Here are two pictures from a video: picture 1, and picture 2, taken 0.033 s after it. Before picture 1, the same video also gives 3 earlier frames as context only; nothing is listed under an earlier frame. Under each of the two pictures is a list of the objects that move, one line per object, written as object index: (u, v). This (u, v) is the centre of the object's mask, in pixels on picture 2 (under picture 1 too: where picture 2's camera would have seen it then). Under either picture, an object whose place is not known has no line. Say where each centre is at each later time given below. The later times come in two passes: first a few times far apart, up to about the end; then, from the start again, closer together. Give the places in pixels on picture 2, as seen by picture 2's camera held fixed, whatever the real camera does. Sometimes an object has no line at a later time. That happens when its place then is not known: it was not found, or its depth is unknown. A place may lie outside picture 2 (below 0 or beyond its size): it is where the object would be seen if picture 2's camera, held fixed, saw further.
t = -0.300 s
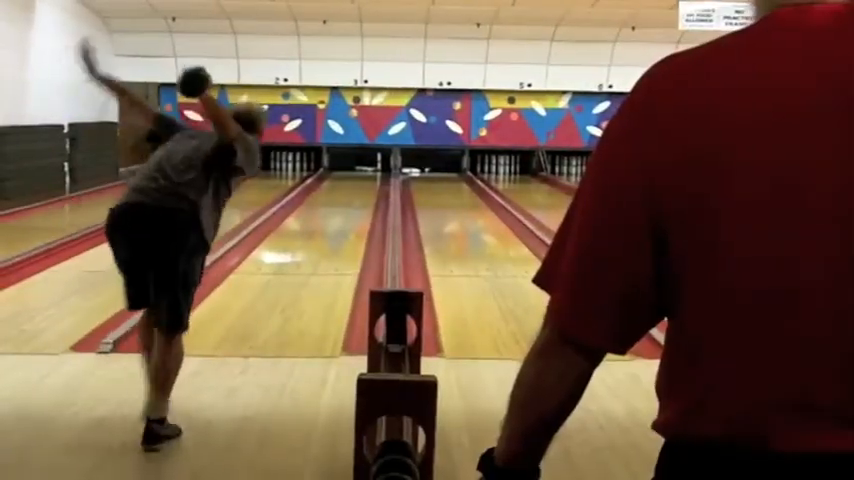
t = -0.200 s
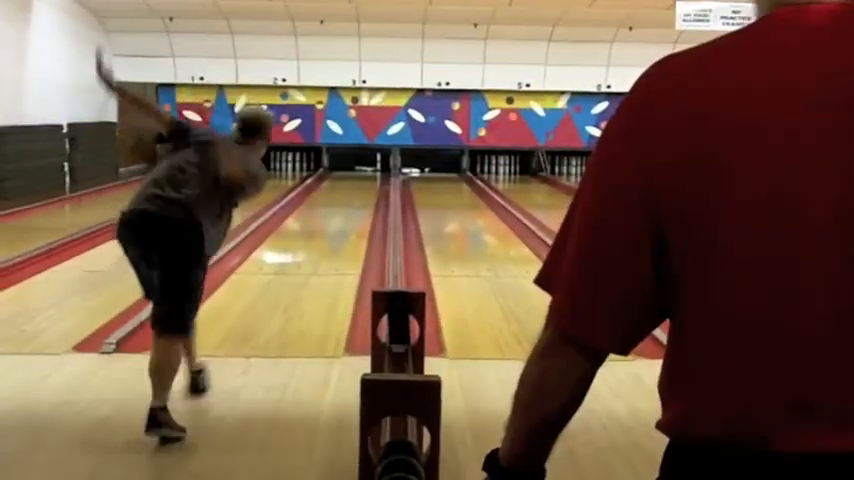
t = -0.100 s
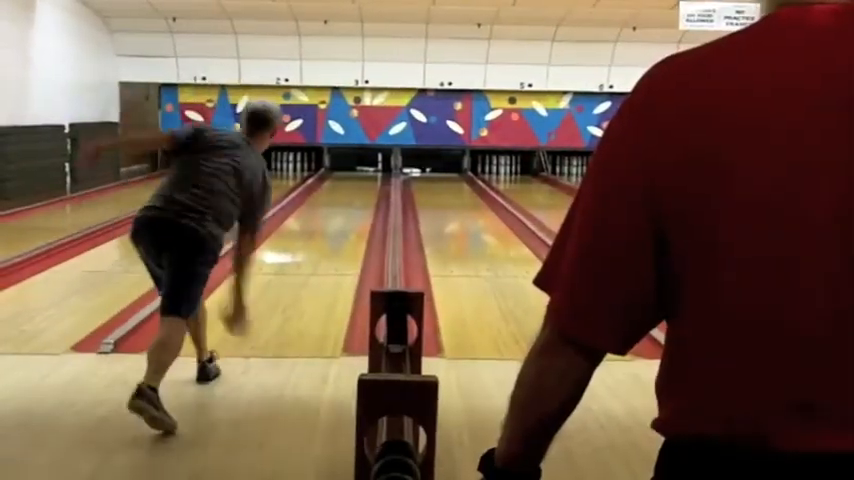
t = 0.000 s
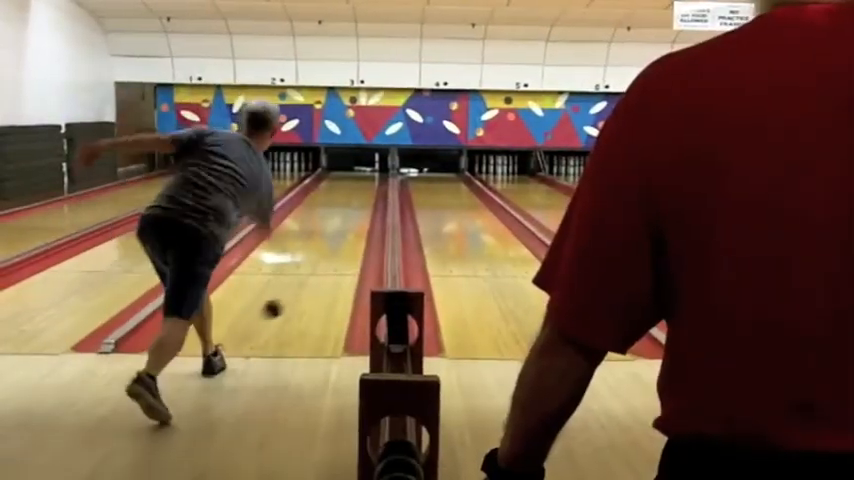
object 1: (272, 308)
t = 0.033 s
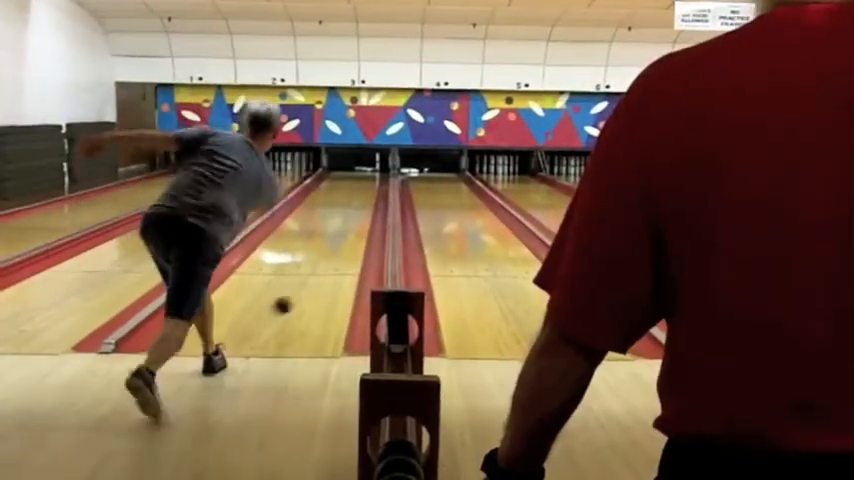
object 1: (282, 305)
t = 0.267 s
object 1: (323, 243)
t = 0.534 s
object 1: (345, 212)
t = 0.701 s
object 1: (354, 200)
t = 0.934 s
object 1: (362, 186)
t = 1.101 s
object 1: (364, 182)
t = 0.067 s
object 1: (290, 303)
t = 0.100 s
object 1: (296, 287)
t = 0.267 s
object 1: (323, 243)
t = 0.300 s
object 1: (327, 240)
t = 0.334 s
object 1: (329, 238)
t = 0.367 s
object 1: (332, 232)
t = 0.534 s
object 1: (345, 212)
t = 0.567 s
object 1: (346, 210)
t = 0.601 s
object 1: (347, 208)
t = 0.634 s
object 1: (349, 205)
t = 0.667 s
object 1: (352, 203)
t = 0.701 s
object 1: (354, 200)
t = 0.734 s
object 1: (355, 198)
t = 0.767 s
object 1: (356, 195)
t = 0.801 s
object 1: (357, 194)
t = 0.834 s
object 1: (358, 192)
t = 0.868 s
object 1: (359, 190)
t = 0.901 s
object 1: (361, 188)
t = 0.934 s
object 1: (362, 186)
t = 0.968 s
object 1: (363, 184)
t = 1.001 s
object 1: (363, 184)
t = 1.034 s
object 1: (363, 183)
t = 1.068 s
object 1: (363, 182)
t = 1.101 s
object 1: (364, 182)
